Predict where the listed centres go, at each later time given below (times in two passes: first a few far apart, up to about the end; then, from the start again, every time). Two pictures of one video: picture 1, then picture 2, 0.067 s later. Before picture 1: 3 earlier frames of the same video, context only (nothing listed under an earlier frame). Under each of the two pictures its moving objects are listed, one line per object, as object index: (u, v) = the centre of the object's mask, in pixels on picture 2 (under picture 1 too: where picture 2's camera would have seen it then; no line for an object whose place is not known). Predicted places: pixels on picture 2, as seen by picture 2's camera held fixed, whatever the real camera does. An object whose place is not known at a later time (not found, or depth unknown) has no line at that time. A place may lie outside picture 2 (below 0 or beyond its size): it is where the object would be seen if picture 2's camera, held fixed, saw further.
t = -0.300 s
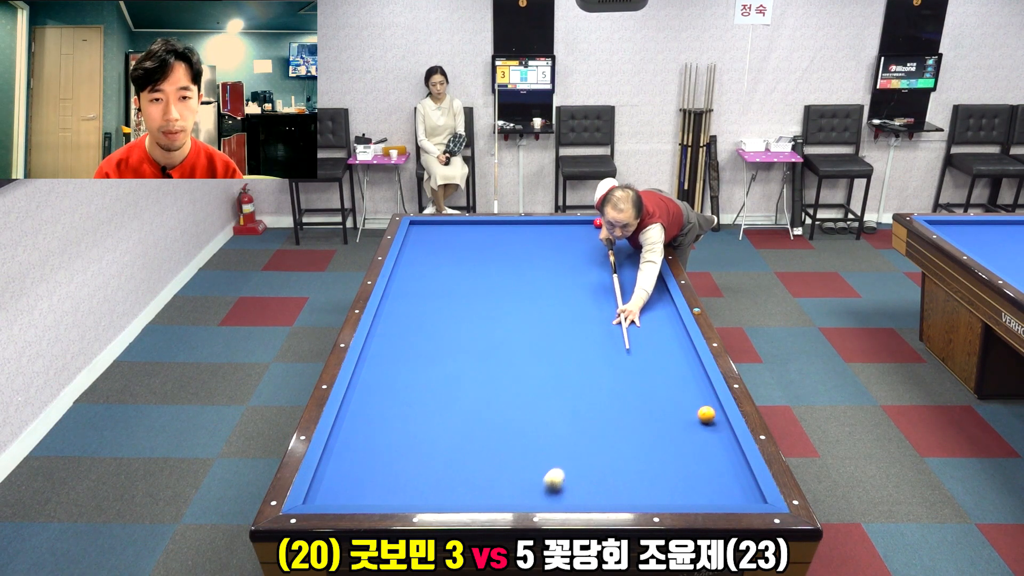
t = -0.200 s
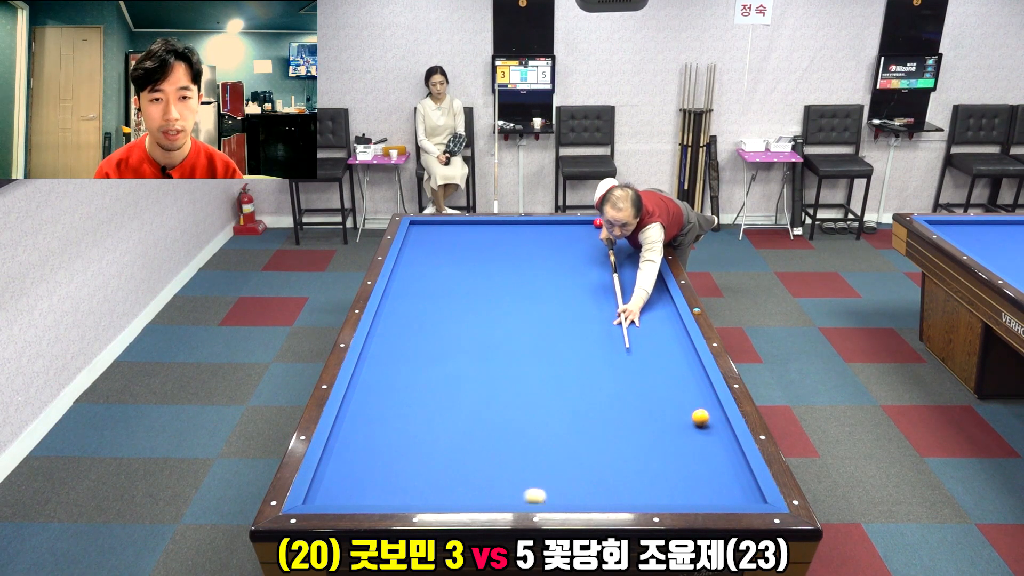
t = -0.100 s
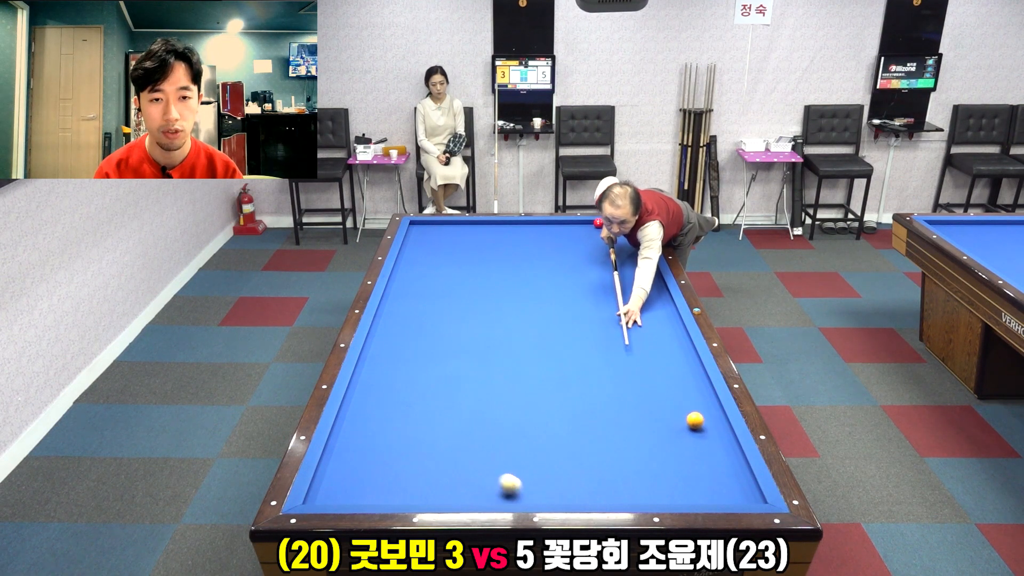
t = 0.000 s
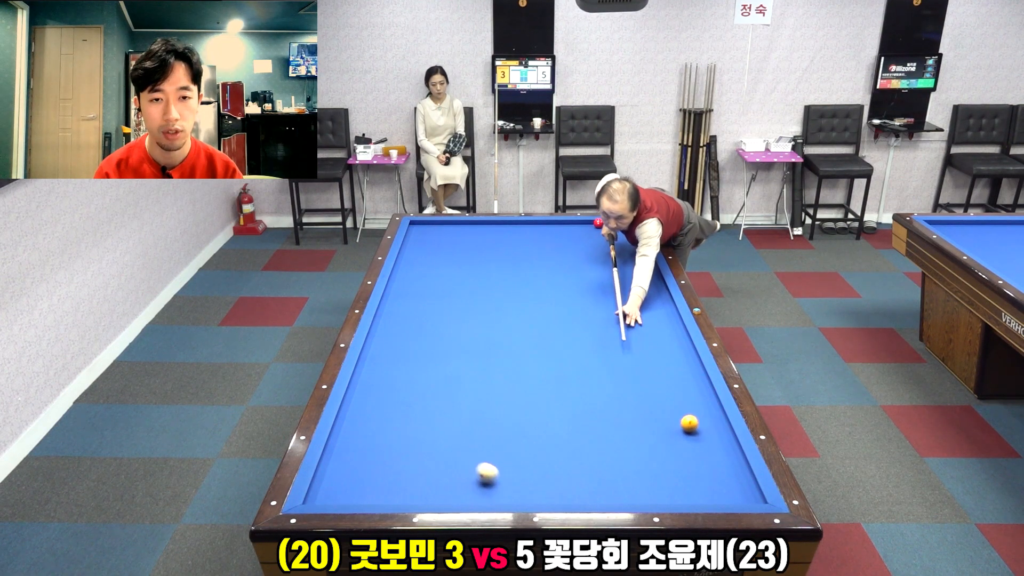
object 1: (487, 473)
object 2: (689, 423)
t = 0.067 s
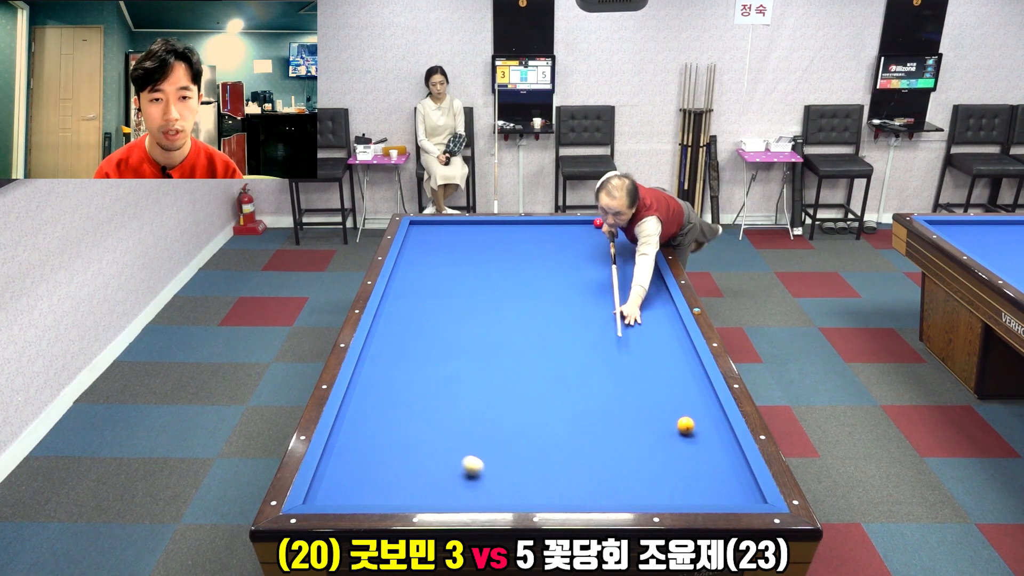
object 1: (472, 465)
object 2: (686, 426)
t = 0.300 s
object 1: (425, 442)
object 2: (672, 433)
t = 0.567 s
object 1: (376, 419)
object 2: (657, 441)
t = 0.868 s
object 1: (368, 395)
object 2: (641, 450)
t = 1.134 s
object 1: (402, 375)
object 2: (626, 458)
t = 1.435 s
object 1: (435, 355)
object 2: (609, 466)
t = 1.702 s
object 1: (462, 340)
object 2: (595, 474)
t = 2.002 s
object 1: (489, 324)
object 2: (579, 483)
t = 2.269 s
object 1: (511, 311)
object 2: (566, 490)
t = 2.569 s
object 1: (534, 298)
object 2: (550, 496)
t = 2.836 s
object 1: (552, 287)
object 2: (540, 495)
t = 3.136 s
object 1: (571, 276)
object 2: (530, 493)
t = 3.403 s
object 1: (587, 267)
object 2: (522, 490)
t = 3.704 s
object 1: (603, 258)
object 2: (515, 487)
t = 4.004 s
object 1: (617, 249)
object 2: (508, 484)
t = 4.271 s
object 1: (630, 242)
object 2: (503, 482)
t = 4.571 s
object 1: (636, 235)
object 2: (498, 480)
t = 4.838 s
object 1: (627, 230)
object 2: (494, 479)
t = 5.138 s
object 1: (618, 226)
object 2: (491, 479)
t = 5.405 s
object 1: (610, 222)
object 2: (490, 478)
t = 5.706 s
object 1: (608, 224)
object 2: (488, 478)
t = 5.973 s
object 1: (609, 226)
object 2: (488, 477)
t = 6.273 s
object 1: (610, 228)
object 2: (488, 477)
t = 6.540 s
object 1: (611, 230)
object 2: (488, 478)
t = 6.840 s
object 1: (611, 231)
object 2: (488, 478)
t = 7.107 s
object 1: (612, 233)
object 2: (488, 478)
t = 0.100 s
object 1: (465, 462)
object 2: (684, 427)
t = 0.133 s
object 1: (458, 458)
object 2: (682, 428)
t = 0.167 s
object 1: (451, 455)
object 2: (680, 428)
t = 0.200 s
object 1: (445, 452)
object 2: (678, 429)
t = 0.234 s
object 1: (438, 449)
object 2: (676, 431)
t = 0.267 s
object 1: (431, 446)
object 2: (674, 432)
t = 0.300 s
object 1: (425, 442)
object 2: (672, 433)
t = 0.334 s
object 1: (418, 439)
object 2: (670, 434)
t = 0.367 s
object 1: (412, 436)
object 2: (668, 435)
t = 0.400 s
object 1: (406, 433)
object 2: (667, 436)
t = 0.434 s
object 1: (399, 430)
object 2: (665, 437)
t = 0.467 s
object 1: (393, 428)
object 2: (663, 437)
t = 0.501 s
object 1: (387, 424)
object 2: (661, 439)
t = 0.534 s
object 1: (382, 422)
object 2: (659, 439)
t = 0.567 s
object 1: (376, 419)
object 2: (657, 441)
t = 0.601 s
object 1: (370, 416)
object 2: (655, 442)
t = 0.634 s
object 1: (364, 413)
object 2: (654, 443)
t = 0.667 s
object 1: (359, 411)
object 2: (652, 443)
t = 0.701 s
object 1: (353, 408)
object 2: (650, 444)
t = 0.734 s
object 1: (349, 405)
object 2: (648, 445)
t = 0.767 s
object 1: (354, 403)
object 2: (646, 446)
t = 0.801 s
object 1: (359, 400)
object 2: (644, 447)
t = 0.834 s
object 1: (364, 397)
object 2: (642, 449)
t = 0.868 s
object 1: (368, 395)
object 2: (641, 450)
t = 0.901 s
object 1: (372, 392)
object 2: (639, 450)
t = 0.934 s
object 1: (377, 390)
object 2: (637, 451)
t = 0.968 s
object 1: (381, 387)
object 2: (635, 452)
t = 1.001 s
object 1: (385, 385)
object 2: (633, 454)
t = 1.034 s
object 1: (390, 382)
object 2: (631, 454)
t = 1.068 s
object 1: (394, 380)
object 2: (629, 456)
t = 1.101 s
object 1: (398, 377)
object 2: (628, 457)
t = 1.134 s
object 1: (402, 375)
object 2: (626, 458)
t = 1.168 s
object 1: (406, 373)
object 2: (624, 458)
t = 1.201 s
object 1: (409, 371)
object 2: (622, 459)
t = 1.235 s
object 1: (413, 368)
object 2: (620, 461)
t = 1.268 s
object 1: (417, 366)
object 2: (618, 461)
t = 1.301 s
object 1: (421, 364)
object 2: (617, 462)
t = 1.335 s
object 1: (424, 362)
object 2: (615, 463)
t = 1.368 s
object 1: (428, 360)
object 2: (613, 464)
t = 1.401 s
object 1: (432, 358)
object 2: (611, 465)
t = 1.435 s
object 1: (435, 355)
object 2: (609, 466)
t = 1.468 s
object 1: (439, 353)
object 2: (608, 467)
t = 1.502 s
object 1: (442, 351)
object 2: (606, 468)
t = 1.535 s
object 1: (446, 349)
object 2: (604, 469)
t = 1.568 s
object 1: (449, 348)
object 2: (602, 470)
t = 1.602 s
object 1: (452, 346)
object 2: (601, 471)
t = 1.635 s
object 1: (456, 344)
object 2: (599, 472)
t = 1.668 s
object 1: (459, 342)
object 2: (597, 473)
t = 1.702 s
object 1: (462, 340)
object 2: (595, 474)
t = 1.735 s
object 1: (465, 338)
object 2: (593, 475)
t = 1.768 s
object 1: (468, 336)
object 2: (592, 476)
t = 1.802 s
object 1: (471, 334)
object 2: (590, 477)
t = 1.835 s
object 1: (474, 333)
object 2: (588, 478)
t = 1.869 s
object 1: (477, 331)
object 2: (586, 479)
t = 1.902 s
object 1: (480, 329)
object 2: (585, 480)
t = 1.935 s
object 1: (483, 327)
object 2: (583, 481)
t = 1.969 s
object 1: (486, 326)
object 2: (581, 482)
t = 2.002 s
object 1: (489, 324)
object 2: (579, 483)
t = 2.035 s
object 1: (492, 322)
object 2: (578, 484)
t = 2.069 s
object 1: (495, 321)
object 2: (576, 484)
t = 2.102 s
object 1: (498, 319)
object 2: (574, 485)
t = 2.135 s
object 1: (501, 317)
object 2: (572, 486)
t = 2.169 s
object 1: (503, 316)
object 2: (571, 487)
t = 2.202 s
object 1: (506, 314)
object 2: (569, 488)
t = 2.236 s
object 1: (509, 313)
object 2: (567, 489)
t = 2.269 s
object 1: (511, 311)
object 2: (566, 490)
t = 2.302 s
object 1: (514, 310)
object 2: (564, 491)
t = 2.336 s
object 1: (517, 308)
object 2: (562, 492)
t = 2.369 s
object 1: (519, 307)
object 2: (560, 493)
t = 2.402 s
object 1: (522, 305)
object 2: (559, 493)
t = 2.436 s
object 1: (524, 304)
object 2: (557, 494)
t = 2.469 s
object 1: (527, 302)
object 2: (556, 495)
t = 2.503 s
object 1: (529, 301)
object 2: (554, 495)
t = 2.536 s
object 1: (531, 299)
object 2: (552, 496)
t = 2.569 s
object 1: (534, 298)
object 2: (550, 496)
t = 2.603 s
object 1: (536, 297)
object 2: (549, 497)
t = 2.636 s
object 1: (539, 295)
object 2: (547, 497)
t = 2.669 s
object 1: (541, 294)
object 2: (546, 497)
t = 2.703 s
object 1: (543, 293)
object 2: (545, 496)
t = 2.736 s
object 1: (546, 291)
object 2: (544, 496)
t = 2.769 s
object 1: (548, 290)
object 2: (542, 496)
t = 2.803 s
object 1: (550, 288)
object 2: (541, 496)
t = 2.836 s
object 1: (552, 287)
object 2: (540, 495)
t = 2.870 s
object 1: (554, 286)
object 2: (539, 495)
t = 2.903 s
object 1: (556, 285)
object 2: (538, 495)
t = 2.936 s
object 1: (559, 283)
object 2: (537, 495)
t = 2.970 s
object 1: (561, 282)
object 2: (535, 494)
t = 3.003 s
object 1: (563, 281)
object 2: (534, 494)
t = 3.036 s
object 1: (565, 280)
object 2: (533, 494)
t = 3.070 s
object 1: (567, 279)
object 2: (532, 494)
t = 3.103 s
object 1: (569, 277)
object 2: (531, 493)
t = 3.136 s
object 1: (571, 276)
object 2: (530, 493)
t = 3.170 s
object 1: (573, 275)
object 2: (529, 493)
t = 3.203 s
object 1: (575, 274)
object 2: (528, 493)
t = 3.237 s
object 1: (577, 273)
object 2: (527, 492)
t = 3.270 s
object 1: (579, 271)
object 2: (526, 492)
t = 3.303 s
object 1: (581, 270)
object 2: (525, 492)
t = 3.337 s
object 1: (583, 269)
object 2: (524, 491)
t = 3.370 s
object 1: (585, 268)
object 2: (523, 491)
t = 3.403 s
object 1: (587, 267)
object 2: (522, 490)
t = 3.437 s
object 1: (588, 266)
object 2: (521, 490)
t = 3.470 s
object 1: (590, 265)
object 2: (521, 490)
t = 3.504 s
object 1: (592, 264)
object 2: (520, 489)
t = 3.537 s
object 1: (594, 263)
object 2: (519, 489)
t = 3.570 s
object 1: (596, 262)
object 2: (518, 488)
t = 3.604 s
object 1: (597, 261)
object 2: (517, 488)
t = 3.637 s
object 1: (599, 260)
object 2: (516, 488)
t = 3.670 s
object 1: (601, 259)
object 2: (515, 487)
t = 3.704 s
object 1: (603, 258)
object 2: (515, 487)
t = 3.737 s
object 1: (604, 257)
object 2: (514, 487)
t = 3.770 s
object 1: (606, 256)
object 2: (513, 486)
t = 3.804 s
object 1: (608, 255)
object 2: (512, 486)
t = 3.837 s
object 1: (609, 254)
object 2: (512, 486)
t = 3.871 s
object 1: (611, 253)
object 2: (511, 485)
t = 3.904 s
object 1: (612, 252)
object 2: (510, 485)
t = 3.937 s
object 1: (614, 251)
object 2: (509, 485)
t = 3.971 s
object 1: (616, 250)
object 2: (509, 484)
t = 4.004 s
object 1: (617, 249)
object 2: (508, 484)
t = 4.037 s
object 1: (619, 248)
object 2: (507, 484)
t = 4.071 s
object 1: (620, 247)
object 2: (507, 484)
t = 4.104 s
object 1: (622, 246)
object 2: (506, 483)
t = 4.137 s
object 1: (624, 245)
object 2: (505, 483)
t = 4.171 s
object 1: (625, 245)
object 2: (505, 483)
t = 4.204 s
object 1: (627, 244)
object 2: (504, 483)
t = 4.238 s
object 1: (628, 243)
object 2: (503, 483)
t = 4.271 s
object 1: (630, 242)
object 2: (503, 482)
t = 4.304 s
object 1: (631, 241)
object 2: (502, 482)
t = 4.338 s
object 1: (632, 240)
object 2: (502, 482)
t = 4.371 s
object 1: (634, 239)
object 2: (501, 482)
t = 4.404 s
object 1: (635, 238)
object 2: (501, 482)
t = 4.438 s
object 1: (637, 238)
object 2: (500, 481)
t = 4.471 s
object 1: (638, 237)
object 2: (499, 481)
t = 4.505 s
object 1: (639, 236)
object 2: (499, 481)
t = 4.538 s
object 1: (637, 236)
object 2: (498, 481)
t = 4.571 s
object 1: (636, 235)
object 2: (498, 480)
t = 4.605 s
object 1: (635, 234)
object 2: (497, 480)
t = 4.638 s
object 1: (634, 234)
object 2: (497, 480)
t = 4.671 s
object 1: (633, 233)
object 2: (496, 480)
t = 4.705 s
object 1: (632, 233)
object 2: (496, 480)
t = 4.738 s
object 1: (630, 232)
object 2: (496, 480)
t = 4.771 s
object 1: (629, 232)
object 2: (495, 480)
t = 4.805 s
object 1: (628, 231)
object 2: (495, 480)
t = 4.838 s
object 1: (627, 230)
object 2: (494, 479)
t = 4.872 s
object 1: (626, 230)
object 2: (494, 479)
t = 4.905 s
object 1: (625, 229)
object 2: (494, 479)
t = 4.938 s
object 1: (624, 229)
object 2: (493, 479)
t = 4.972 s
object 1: (623, 228)
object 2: (493, 479)
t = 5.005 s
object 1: (622, 228)
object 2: (493, 479)
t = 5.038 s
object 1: (621, 227)
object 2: (492, 479)
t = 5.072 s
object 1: (620, 227)
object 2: (492, 479)
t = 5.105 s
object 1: (619, 226)
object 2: (492, 479)
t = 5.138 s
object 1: (618, 226)
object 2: (491, 479)
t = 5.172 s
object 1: (617, 225)
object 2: (491, 479)
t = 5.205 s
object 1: (616, 225)
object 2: (491, 478)
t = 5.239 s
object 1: (615, 224)
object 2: (491, 478)
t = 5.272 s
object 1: (614, 224)
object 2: (490, 478)
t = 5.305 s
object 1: (613, 223)
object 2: (490, 478)
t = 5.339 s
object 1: (612, 223)
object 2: (490, 478)
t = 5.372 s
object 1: (611, 222)
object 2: (490, 478)
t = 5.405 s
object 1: (610, 222)
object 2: (490, 478)
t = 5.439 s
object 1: (610, 222)
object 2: (489, 478)
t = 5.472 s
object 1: (609, 222)
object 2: (489, 478)
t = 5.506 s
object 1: (609, 222)
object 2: (489, 478)
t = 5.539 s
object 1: (608, 223)
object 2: (489, 478)
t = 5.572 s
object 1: (608, 223)
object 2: (489, 478)
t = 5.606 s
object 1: (608, 223)
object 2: (489, 478)
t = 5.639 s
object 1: (608, 224)
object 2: (489, 478)
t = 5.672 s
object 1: (608, 224)
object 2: (489, 478)
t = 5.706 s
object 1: (608, 224)
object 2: (488, 478)
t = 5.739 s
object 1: (608, 224)
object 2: (488, 478)
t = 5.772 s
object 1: (608, 225)
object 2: (488, 478)
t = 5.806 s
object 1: (609, 225)
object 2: (488, 478)
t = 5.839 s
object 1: (609, 225)
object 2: (488, 478)
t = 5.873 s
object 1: (609, 225)
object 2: (488, 478)
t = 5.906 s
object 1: (609, 226)
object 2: (488, 478)
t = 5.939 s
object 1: (609, 226)
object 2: (488, 478)
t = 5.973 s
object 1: (609, 226)
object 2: (488, 477)
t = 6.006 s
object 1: (609, 226)
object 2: (488, 478)
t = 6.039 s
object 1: (609, 226)
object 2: (488, 477)
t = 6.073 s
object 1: (609, 227)
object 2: (488, 477)
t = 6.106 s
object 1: (609, 227)
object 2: (488, 477)
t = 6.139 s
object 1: (610, 227)
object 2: (488, 477)
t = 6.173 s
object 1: (610, 227)
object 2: (488, 477)
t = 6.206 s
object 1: (610, 228)
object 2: (488, 477)
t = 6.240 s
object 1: (610, 228)
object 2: (488, 477)
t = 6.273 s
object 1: (610, 228)
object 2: (488, 477)
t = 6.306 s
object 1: (610, 228)
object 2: (488, 477)
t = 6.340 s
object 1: (610, 228)
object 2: (488, 477)
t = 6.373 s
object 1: (610, 229)
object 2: (488, 478)
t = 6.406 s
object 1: (610, 229)
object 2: (488, 478)
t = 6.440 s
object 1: (610, 229)
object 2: (488, 478)
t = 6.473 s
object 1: (610, 229)
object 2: (488, 478)
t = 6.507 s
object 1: (611, 229)
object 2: (488, 478)
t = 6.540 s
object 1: (611, 230)
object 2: (488, 478)
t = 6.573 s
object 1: (611, 230)
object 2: (488, 478)
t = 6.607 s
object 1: (611, 230)
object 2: (488, 478)
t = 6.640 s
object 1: (611, 230)
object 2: (488, 478)
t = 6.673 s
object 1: (611, 230)
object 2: (488, 478)
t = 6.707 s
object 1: (611, 231)
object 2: (488, 478)
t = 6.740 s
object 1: (611, 231)
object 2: (488, 478)
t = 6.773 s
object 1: (611, 231)
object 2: (488, 478)
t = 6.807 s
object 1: (611, 231)
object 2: (488, 478)
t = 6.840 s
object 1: (611, 231)
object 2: (488, 478)
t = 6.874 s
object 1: (612, 231)
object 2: (488, 478)
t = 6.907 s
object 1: (612, 232)
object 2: (488, 478)
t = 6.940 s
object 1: (612, 232)
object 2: (488, 478)
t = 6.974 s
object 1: (612, 232)
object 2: (488, 478)
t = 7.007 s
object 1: (612, 232)
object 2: (488, 478)
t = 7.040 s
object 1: (612, 232)
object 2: (488, 478)
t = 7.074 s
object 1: (612, 233)
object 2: (488, 478)
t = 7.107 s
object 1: (612, 233)
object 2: (488, 478)
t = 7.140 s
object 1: (612, 233)
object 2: (488, 478)
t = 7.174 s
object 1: (612, 233)
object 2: (488, 478)
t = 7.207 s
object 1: (612, 233)
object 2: (488, 478)
